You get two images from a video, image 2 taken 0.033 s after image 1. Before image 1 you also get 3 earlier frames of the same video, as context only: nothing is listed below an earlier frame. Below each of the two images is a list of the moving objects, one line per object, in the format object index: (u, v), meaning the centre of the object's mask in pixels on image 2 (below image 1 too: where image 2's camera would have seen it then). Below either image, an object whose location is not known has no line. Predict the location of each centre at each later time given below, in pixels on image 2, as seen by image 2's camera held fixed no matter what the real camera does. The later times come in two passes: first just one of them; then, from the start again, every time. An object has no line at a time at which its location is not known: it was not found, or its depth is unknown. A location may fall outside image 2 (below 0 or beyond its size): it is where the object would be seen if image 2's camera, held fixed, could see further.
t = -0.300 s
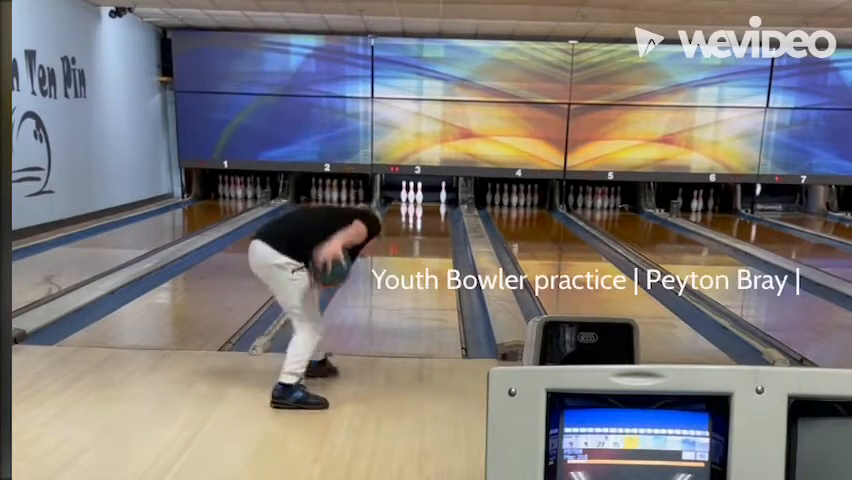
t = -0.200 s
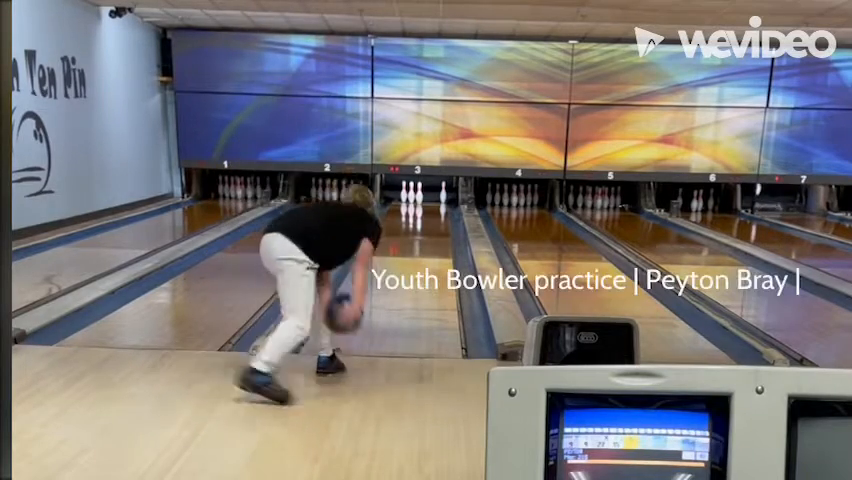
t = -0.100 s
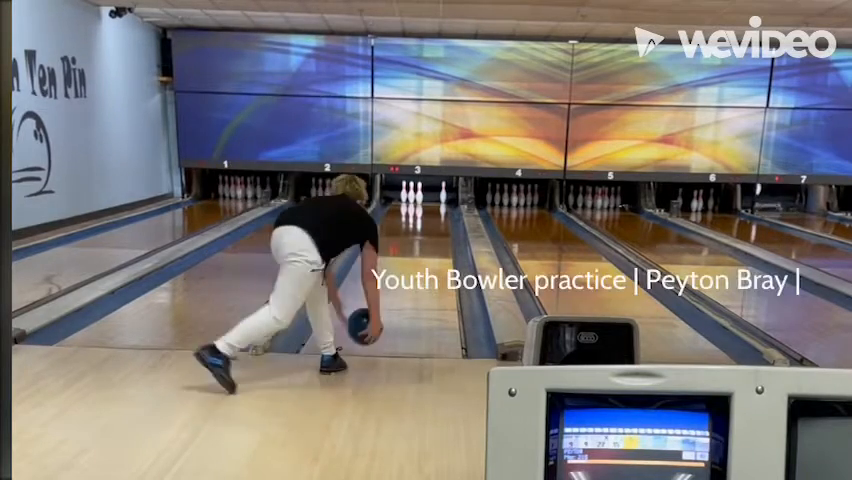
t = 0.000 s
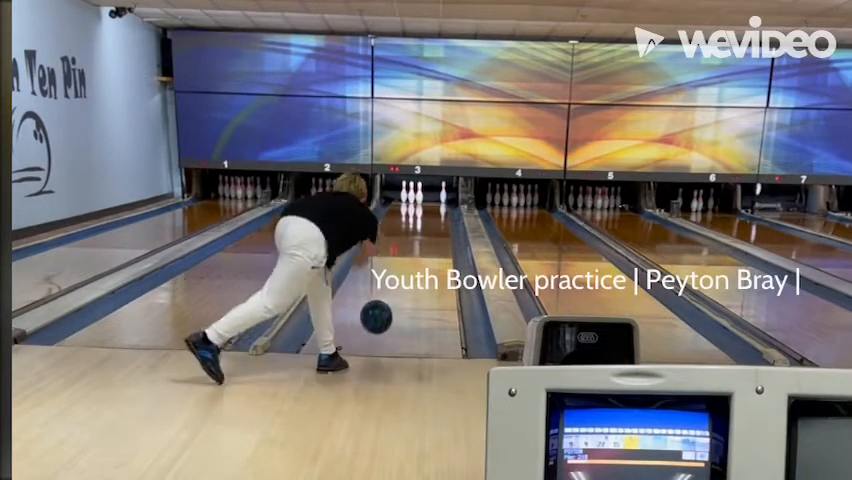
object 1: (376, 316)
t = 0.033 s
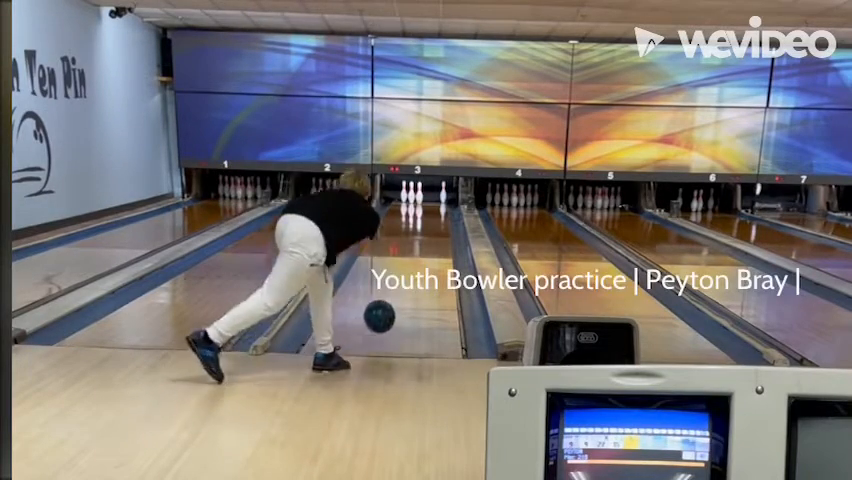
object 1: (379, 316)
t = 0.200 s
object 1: (393, 304)
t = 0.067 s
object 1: (382, 317)
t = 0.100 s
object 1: (385, 317)
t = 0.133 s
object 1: (388, 311)
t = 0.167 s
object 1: (390, 307)
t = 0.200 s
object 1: (393, 304)
